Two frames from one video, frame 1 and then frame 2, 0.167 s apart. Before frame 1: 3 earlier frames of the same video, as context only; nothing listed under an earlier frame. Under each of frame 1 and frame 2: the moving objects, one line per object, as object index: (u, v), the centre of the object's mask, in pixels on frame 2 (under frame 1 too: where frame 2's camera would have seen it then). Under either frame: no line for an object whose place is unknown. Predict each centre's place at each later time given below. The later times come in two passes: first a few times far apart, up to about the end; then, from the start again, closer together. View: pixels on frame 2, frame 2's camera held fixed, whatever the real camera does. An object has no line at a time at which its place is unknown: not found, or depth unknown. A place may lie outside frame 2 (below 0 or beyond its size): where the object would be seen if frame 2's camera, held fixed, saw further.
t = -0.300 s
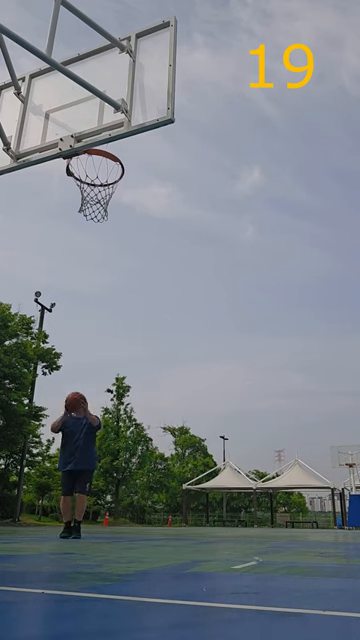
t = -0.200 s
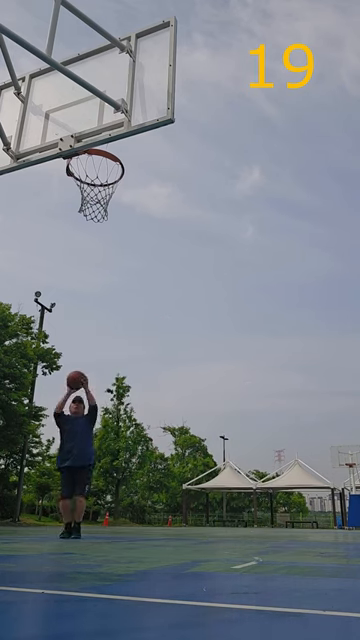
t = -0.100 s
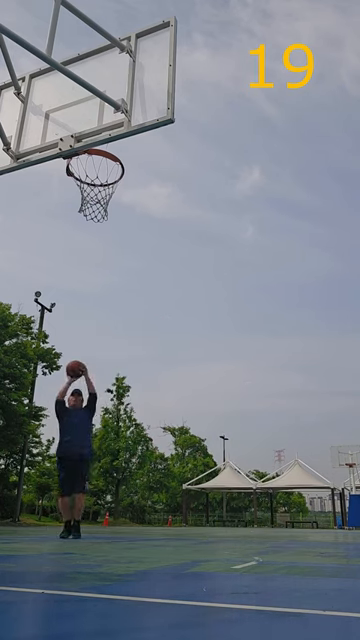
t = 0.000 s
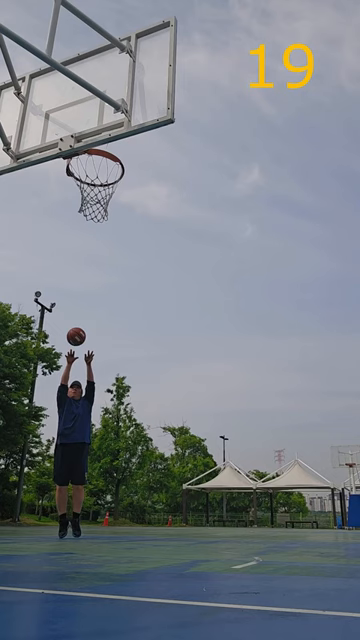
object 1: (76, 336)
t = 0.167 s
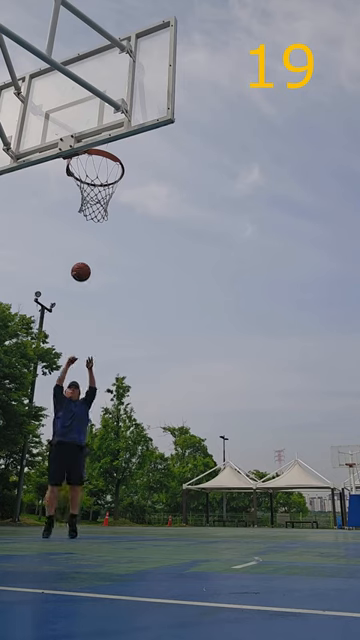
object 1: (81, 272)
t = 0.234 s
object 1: (82, 250)
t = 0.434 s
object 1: (77, 198)
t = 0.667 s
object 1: (86, 166)
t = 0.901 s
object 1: (85, 174)
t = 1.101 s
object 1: (100, 205)
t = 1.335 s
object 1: (113, 300)
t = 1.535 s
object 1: (123, 453)
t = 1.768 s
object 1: (143, 418)
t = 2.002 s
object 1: (159, 325)
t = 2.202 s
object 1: (169, 305)
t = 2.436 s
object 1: (178, 336)
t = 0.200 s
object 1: (81, 260)
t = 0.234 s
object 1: (82, 250)
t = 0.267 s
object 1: (82, 240)
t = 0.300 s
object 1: (83, 230)
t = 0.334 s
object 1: (84, 221)
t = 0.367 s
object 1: (80, 216)
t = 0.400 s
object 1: (77, 206)
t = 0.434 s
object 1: (77, 198)
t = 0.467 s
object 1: (77, 193)
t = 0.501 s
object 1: (87, 184)
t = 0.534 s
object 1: (86, 180)
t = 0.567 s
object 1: (86, 176)
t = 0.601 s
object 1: (86, 172)
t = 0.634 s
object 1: (86, 169)
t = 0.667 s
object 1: (86, 166)
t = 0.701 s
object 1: (86, 166)
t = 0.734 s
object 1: (85, 165)
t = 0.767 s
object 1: (85, 165)
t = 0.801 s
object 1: (84, 167)
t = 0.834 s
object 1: (83, 168)
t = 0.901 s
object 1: (85, 174)
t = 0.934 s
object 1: (87, 176)
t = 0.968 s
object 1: (91, 179)
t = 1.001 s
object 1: (92, 184)
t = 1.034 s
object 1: (94, 190)
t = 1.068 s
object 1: (97, 197)
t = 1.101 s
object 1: (100, 205)
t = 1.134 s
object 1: (102, 214)
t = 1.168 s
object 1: (103, 225)
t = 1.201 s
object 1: (106, 237)
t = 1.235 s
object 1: (108, 250)
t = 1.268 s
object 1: (110, 265)
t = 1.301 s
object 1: (111, 281)
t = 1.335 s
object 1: (113, 300)
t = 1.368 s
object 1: (115, 320)
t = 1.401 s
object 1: (117, 342)
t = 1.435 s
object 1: (118, 366)
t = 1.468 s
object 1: (120, 392)
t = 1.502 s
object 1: (121, 421)
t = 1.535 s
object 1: (123, 453)
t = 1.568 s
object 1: (125, 487)
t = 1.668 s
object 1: (132, 490)
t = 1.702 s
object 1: (135, 464)
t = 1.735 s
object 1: (139, 440)
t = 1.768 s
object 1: (143, 418)
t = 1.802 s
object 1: (145, 399)
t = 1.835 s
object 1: (148, 382)
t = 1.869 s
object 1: (150, 367)
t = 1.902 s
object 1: (152, 354)
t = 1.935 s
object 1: (155, 343)
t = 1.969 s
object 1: (157, 333)
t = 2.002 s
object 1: (159, 325)
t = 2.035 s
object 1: (160, 318)
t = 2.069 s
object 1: (162, 313)
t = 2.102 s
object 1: (163, 309)
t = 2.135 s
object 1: (165, 307)
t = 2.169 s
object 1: (167, 305)
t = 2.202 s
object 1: (169, 305)
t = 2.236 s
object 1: (170, 306)
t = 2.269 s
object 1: (172, 308)
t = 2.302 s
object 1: (173, 311)
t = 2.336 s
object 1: (174, 316)
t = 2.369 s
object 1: (175, 321)
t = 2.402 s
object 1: (177, 328)
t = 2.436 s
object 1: (178, 336)
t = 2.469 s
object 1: (180, 345)
